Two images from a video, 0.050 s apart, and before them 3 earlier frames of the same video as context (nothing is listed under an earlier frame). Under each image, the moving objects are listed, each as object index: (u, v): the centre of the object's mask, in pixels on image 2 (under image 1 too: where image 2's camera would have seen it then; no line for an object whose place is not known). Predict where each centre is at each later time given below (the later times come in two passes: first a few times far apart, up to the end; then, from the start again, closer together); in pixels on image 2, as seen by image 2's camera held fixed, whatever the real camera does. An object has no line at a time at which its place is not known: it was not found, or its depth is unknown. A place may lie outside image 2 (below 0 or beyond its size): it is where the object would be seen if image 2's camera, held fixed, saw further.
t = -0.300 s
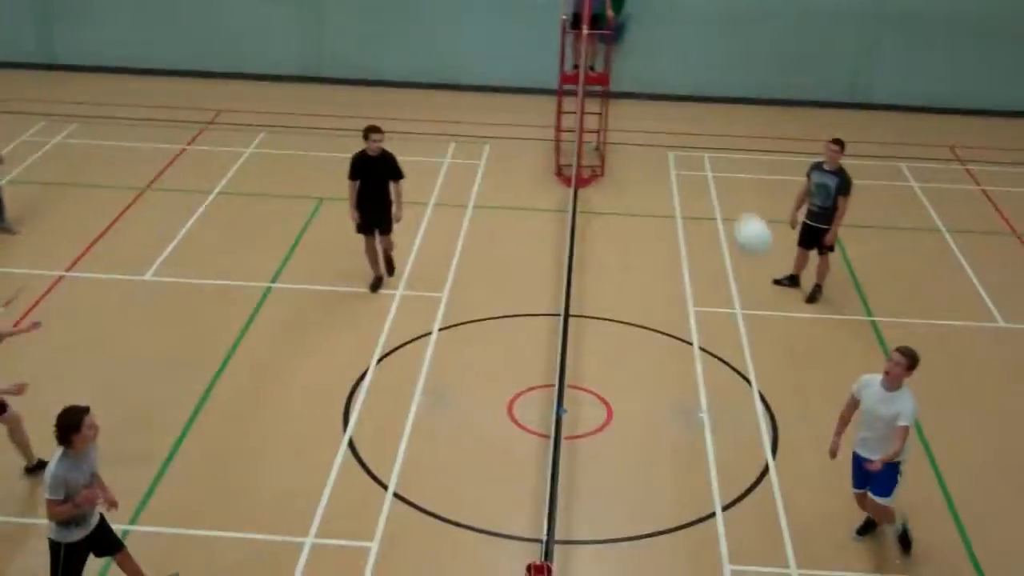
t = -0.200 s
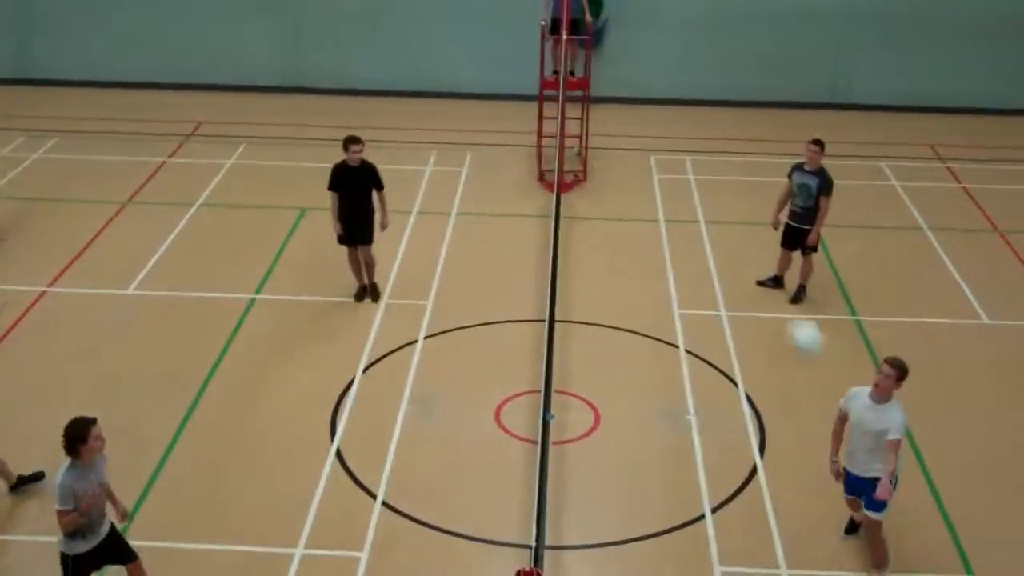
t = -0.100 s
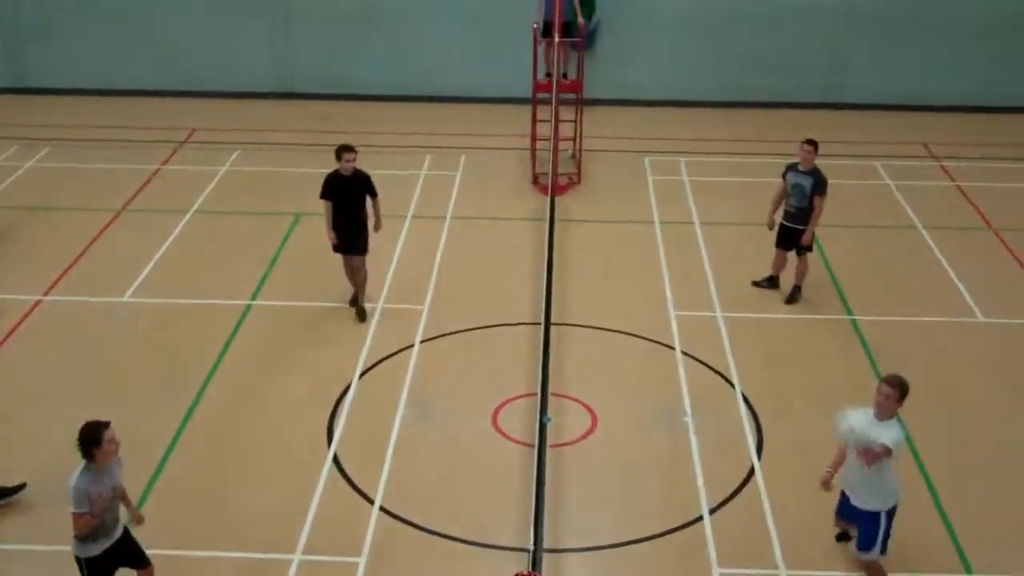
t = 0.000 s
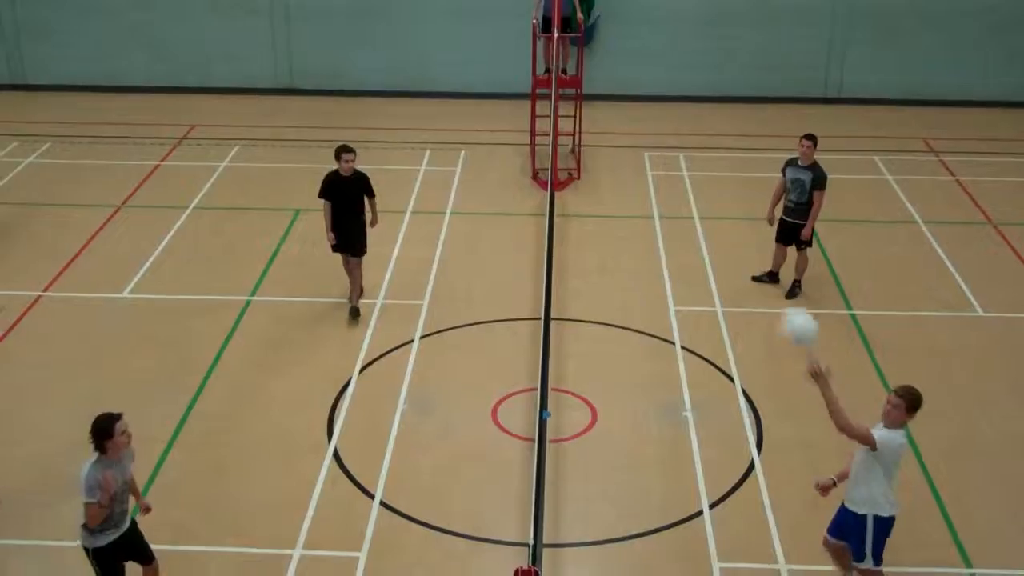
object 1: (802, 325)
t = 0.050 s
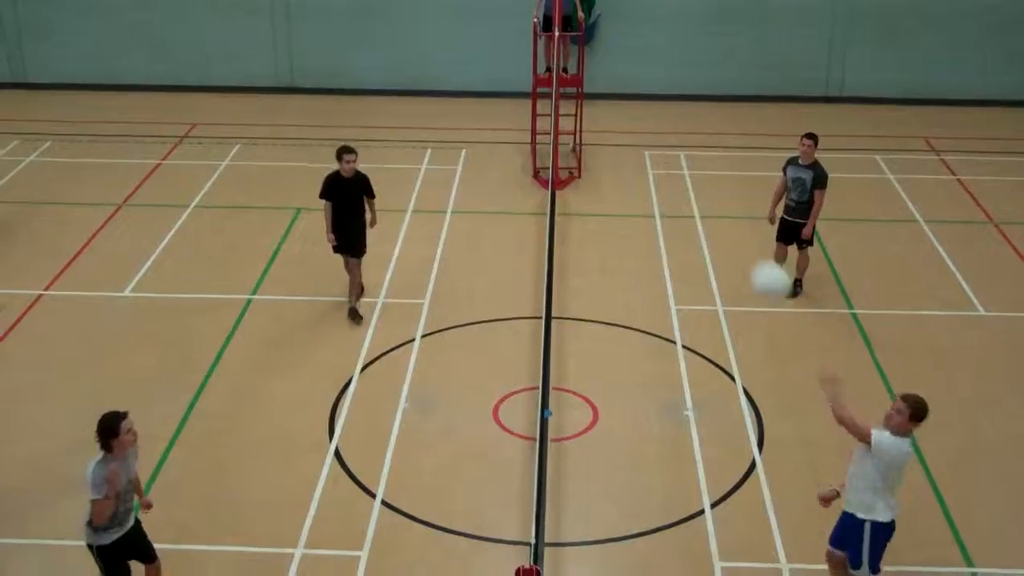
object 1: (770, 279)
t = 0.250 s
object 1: (640, 127)
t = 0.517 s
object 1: (448, 18)
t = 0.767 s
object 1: (267, 36)
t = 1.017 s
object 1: (105, 164)
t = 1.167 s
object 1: (25, 289)
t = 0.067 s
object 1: (759, 264)
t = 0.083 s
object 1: (749, 250)
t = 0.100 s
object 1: (740, 236)
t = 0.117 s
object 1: (729, 223)
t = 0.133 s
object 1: (718, 210)
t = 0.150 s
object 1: (707, 198)
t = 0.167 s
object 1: (697, 187)
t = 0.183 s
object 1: (687, 174)
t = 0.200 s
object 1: (677, 161)
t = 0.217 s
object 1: (664, 151)
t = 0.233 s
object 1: (652, 139)
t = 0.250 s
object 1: (640, 127)
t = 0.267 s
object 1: (630, 118)
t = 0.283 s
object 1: (617, 106)
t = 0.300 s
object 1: (606, 97)
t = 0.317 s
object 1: (593, 90)
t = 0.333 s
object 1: (582, 83)
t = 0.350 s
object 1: (570, 75)
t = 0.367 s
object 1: (558, 68)
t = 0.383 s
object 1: (546, 61)
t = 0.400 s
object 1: (534, 53)
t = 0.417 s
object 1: (522, 46)
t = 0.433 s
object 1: (510, 40)
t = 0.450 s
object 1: (497, 34)
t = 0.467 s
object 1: (484, 29)
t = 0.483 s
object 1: (472, 25)
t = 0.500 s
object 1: (460, 22)
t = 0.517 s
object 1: (448, 18)
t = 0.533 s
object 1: (436, 15)
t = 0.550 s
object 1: (424, 14)
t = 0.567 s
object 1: (412, 13)
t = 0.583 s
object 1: (399, 12)
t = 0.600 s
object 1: (387, 12)
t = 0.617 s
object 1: (375, 12)
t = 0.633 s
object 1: (362, 12)
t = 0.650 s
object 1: (351, 12)
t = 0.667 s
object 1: (339, 12)
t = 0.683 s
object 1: (326, 16)
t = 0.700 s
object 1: (314, 19)
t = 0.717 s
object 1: (301, 23)
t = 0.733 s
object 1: (290, 26)
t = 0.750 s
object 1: (279, 30)
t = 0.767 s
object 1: (267, 36)
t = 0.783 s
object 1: (255, 40)
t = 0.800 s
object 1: (244, 47)
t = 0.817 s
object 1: (232, 52)
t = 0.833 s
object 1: (221, 61)
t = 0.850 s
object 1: (209, 68)
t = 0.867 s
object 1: (199, 75)
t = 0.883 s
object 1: (188, 82)
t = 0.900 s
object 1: (178, 91)
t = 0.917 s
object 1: (167, 100)
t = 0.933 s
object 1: (155, 110)
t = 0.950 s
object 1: (145, 119)
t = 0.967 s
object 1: (135, 131)
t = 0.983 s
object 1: (125, 142)
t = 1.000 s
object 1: (116, 152)
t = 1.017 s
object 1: (105, 164)
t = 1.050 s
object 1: (86, 190)
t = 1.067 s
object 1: (77, 203)
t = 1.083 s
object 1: (69, 214)
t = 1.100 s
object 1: (60, 226)
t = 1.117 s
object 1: (51, 241)
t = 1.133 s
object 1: (41, 255)
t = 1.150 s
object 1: (33, 272)
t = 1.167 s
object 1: (25, 289)
